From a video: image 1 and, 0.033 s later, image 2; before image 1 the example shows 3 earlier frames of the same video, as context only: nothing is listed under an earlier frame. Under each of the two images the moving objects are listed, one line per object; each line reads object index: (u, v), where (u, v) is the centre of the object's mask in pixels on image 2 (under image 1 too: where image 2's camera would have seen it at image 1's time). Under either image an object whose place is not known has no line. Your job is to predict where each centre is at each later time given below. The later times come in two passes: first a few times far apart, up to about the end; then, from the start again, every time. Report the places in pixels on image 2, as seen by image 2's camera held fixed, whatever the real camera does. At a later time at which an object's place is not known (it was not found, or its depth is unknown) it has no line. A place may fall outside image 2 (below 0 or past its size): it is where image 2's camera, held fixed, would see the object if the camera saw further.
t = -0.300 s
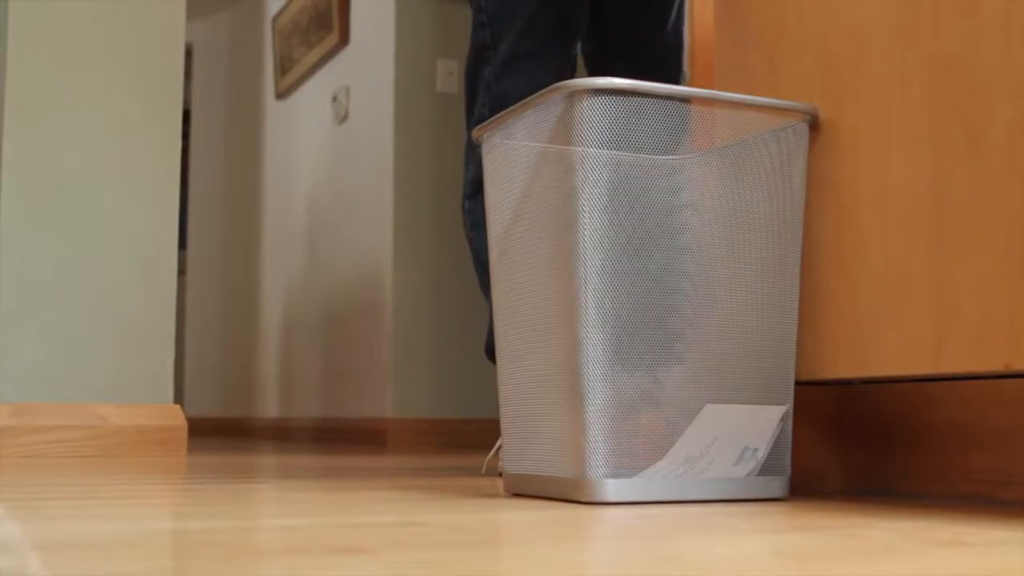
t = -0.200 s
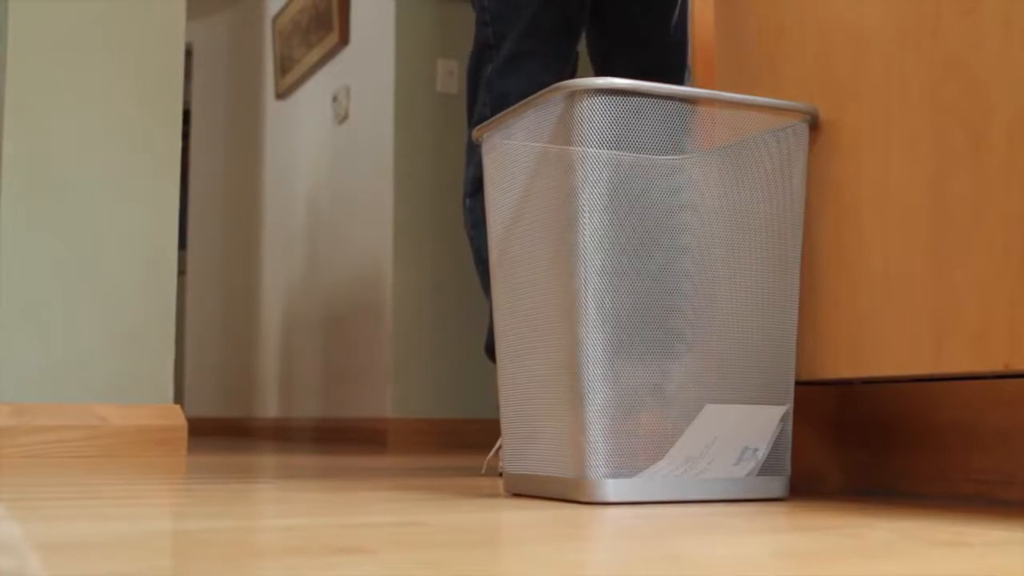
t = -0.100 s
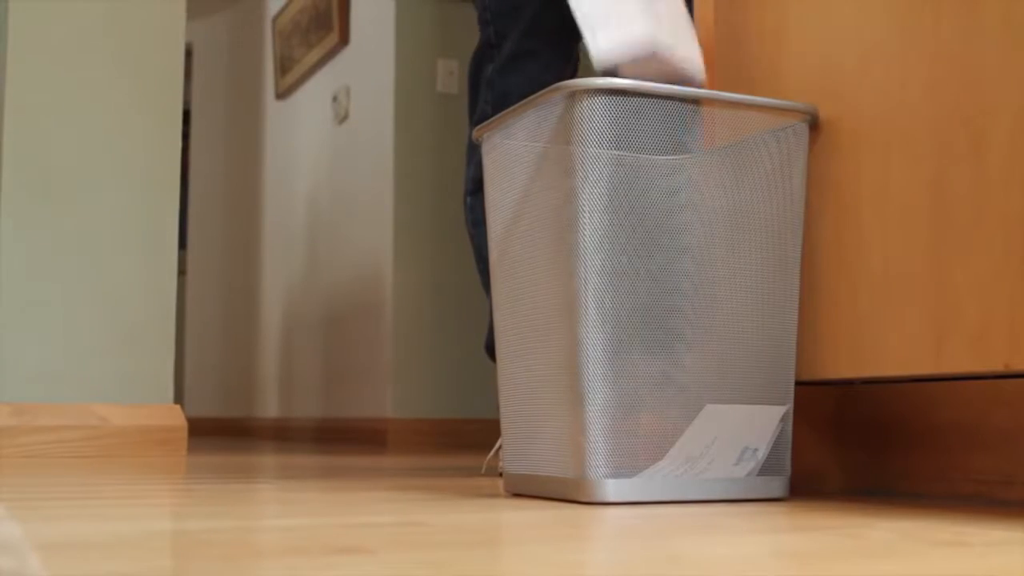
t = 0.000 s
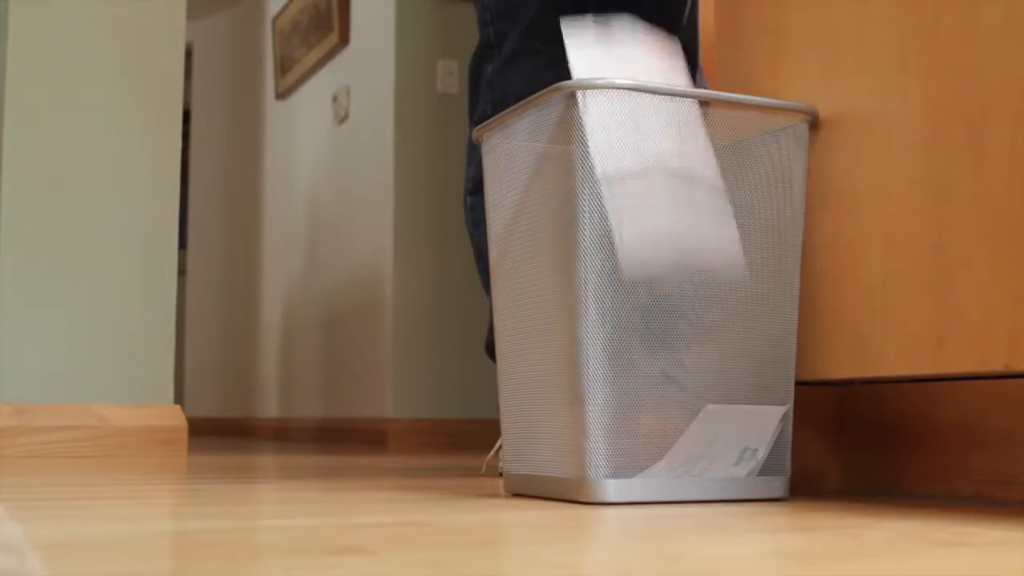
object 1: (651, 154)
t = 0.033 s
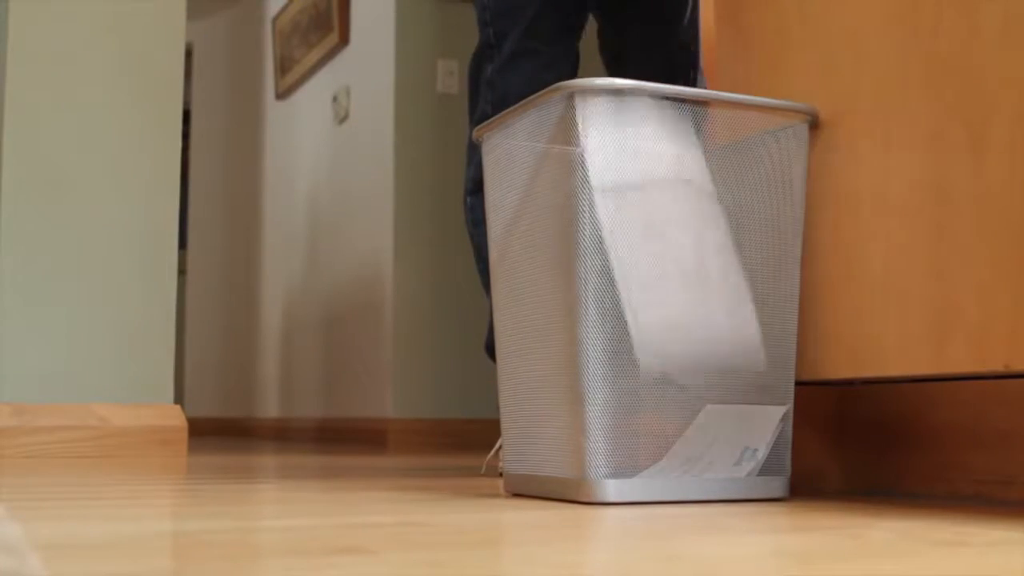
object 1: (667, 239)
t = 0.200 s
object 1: (661, 378)
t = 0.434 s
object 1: (661, 413)
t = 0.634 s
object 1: (648, 420)
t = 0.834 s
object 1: (647, 421)
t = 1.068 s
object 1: (648, 422)
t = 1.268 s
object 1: (647, 422)
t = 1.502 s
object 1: (647, 421)
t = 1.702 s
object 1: (647, 421)
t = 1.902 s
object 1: (646, 421)
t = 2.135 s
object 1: (647, 422)
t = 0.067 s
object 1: (680, 337)
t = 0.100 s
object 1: (676, 366)
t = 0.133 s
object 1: (673, 371)
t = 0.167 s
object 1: (667, 372)
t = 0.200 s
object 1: (661, 378)
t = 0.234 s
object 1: (652, 386)
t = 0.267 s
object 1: (653, 393)
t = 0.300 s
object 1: (654, 399)
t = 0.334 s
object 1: (657, 407)
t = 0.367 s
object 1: (662, 411)
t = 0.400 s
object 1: (661, 412)
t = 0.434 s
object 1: (661, 413)
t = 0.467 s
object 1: (661, 418)
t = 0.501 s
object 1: (649, 423)
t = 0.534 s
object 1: (649, 426)
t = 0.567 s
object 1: (649, 424)
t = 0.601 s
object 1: (661, 422)
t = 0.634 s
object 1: (648, 420)
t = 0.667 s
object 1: (649, 421)
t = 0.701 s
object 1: (648, 422)
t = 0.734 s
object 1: (648, 423)
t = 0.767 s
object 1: (648, 422)
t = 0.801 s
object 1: (647, 421)
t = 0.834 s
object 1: (647, 421)
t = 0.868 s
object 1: (647, 422)
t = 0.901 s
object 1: (647, 422)
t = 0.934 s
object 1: (647, 422)
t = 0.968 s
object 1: (647, 422)
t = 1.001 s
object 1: (647, 421)
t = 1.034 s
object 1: (647, 422)
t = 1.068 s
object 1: (648, 422)
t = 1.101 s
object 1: (648, 422)
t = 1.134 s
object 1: (648, 422)
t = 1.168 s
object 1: (647, 421)
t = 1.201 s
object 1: (647, 422)
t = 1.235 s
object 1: (647, 422)
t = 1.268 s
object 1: (647, 422)
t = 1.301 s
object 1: (648, 422)
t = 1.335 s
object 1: (648, 422)
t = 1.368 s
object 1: (648, 422)
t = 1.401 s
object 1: (647, 422)
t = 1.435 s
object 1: (648, 422)
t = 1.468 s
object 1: (647, 421)
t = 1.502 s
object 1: (647, 421)
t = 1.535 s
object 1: (647, 421)
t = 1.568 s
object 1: (647, 422)
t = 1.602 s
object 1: (646, 422)
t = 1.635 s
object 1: (647, 422)
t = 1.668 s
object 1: (647, 422)
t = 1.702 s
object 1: (647, 421)
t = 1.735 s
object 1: (647, 421)
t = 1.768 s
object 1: (646, 421)
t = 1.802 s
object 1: (646, 421)
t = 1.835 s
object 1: (647, 421)
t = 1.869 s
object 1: (647, 421)
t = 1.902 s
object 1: (646, 421)
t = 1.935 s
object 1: (646, 421)
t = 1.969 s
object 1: (646, 421)
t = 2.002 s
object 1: (647, 421)
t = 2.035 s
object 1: (647, 421)
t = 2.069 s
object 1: (647, 422)
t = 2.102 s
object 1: (647, 422)
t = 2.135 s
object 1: (647, 422)
